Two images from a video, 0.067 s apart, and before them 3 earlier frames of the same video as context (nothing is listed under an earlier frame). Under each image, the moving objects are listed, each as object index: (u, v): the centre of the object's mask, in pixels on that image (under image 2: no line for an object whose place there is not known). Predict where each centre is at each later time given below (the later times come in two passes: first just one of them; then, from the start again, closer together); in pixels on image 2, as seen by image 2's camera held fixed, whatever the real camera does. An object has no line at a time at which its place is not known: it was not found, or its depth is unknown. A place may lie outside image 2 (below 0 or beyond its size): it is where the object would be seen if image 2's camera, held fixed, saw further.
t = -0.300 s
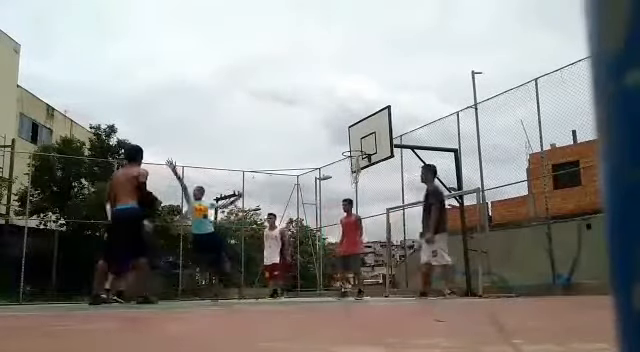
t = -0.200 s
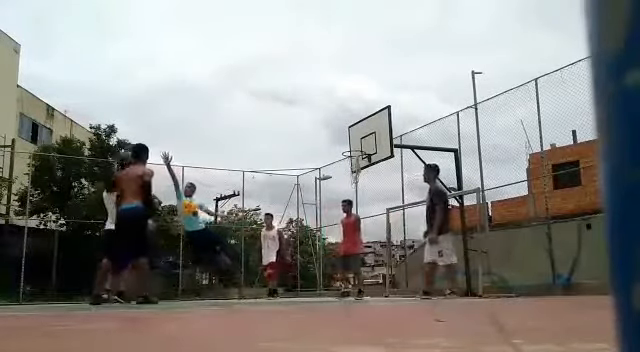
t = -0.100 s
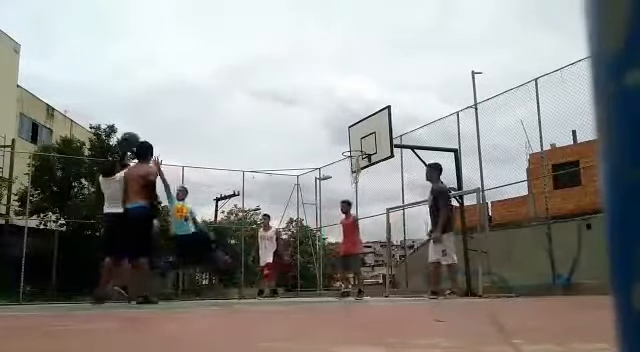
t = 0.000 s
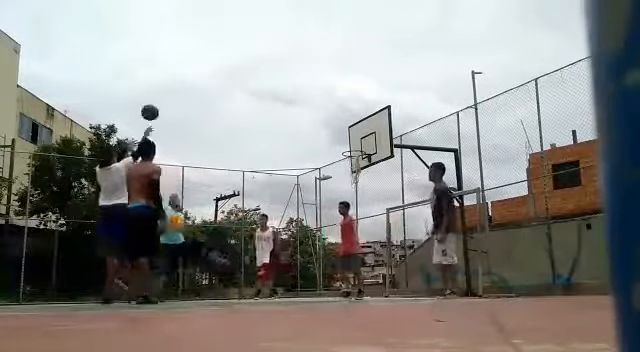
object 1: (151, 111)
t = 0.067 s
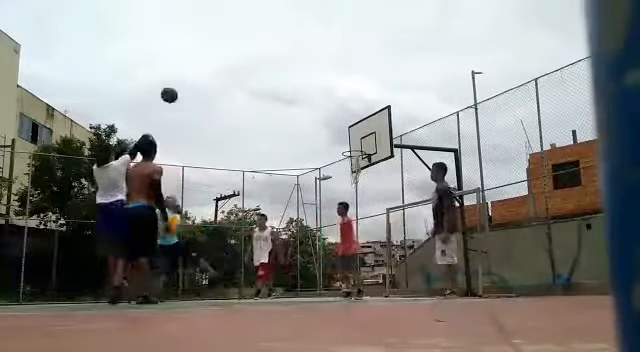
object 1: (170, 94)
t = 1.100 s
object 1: (356, 154)
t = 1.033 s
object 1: (352, 140)
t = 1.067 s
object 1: (356, 148)
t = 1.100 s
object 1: (356, 154)
